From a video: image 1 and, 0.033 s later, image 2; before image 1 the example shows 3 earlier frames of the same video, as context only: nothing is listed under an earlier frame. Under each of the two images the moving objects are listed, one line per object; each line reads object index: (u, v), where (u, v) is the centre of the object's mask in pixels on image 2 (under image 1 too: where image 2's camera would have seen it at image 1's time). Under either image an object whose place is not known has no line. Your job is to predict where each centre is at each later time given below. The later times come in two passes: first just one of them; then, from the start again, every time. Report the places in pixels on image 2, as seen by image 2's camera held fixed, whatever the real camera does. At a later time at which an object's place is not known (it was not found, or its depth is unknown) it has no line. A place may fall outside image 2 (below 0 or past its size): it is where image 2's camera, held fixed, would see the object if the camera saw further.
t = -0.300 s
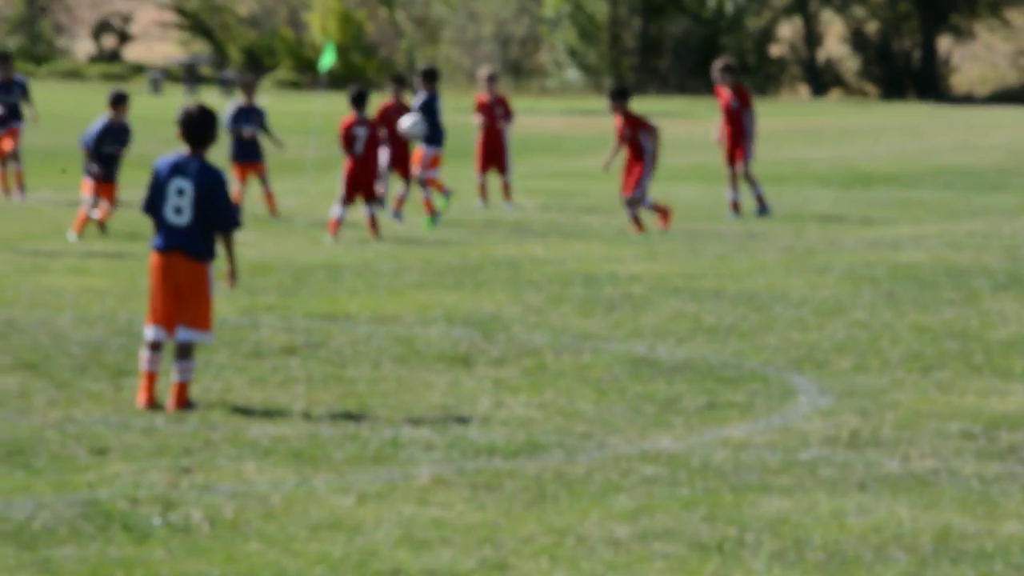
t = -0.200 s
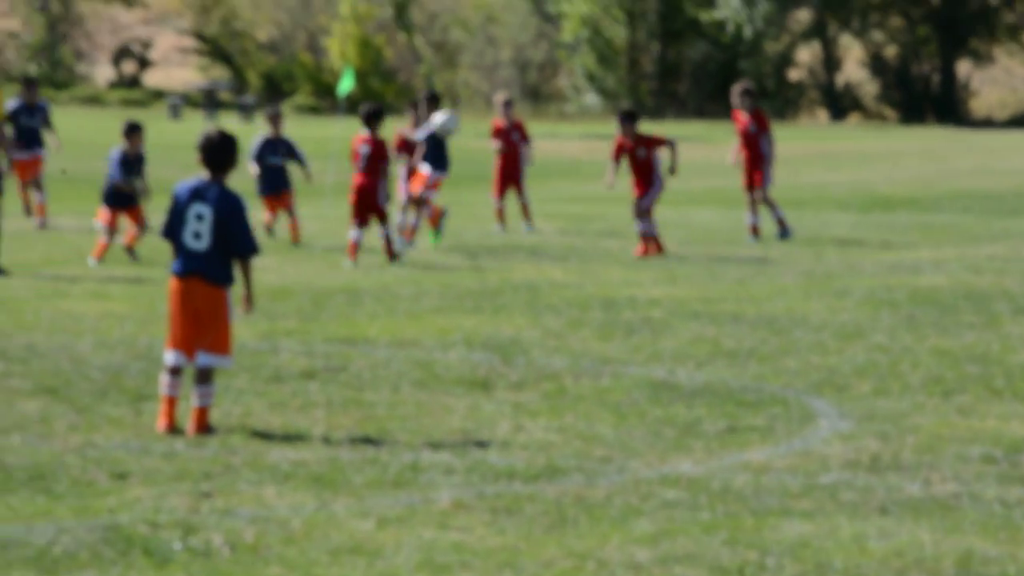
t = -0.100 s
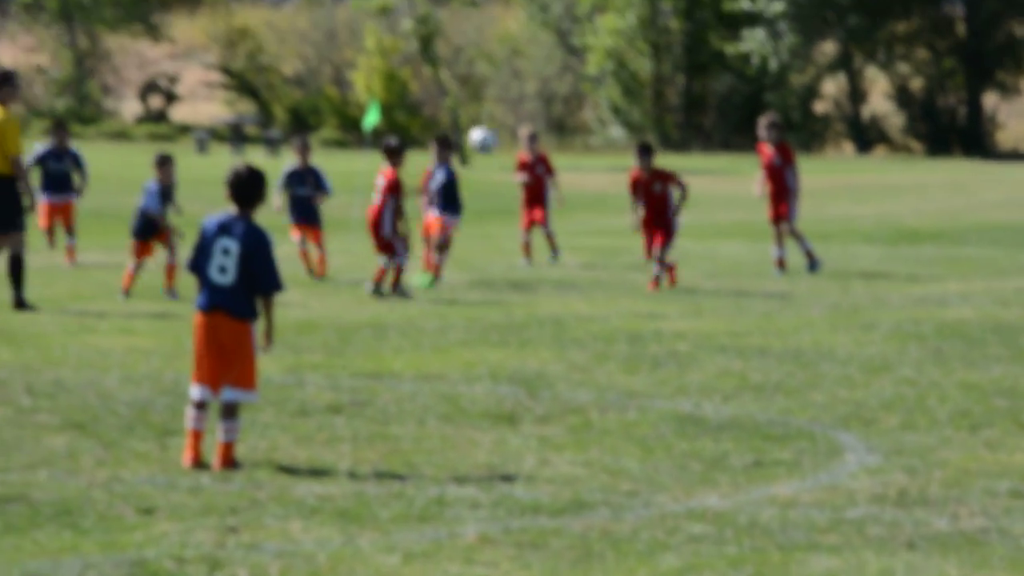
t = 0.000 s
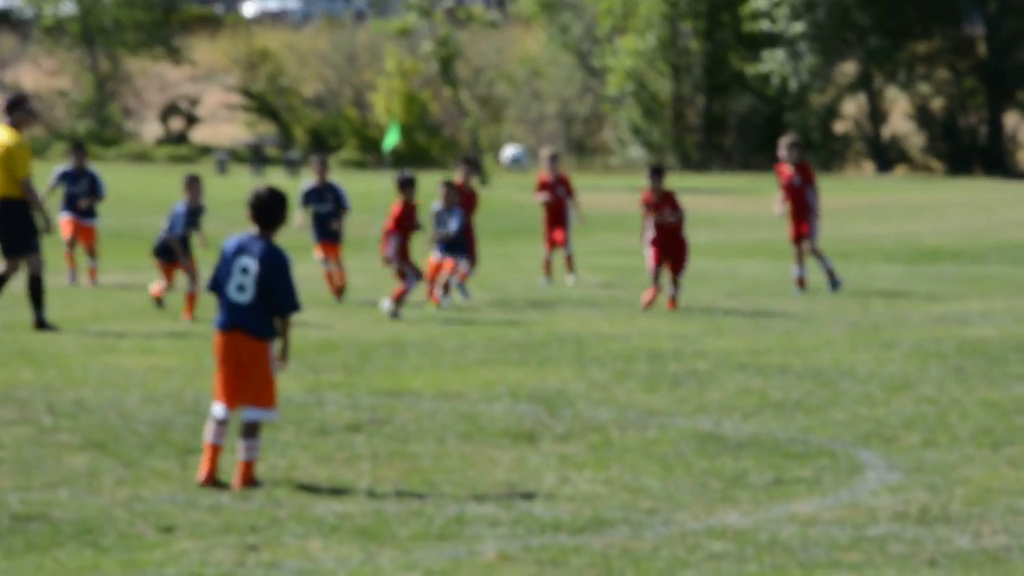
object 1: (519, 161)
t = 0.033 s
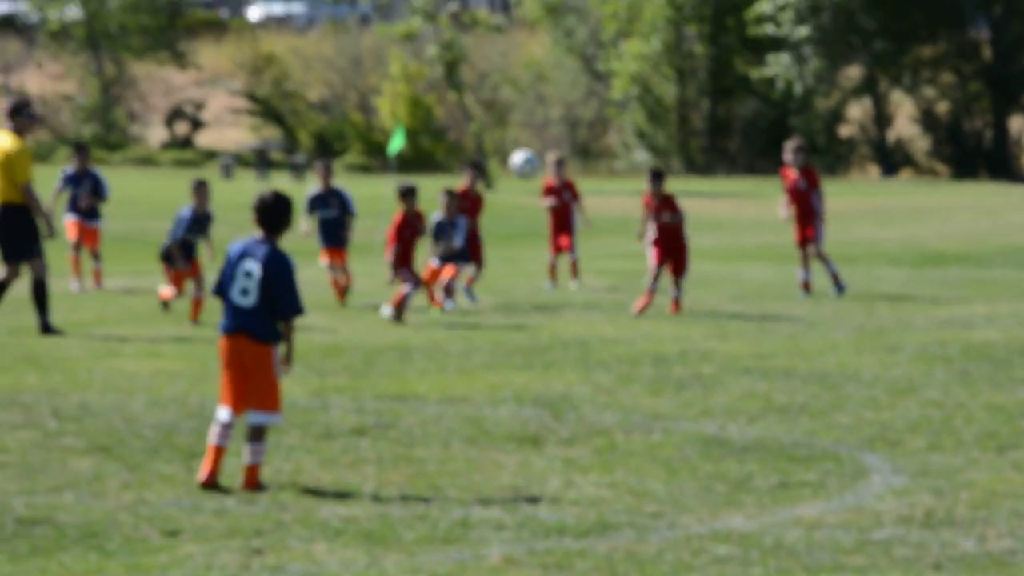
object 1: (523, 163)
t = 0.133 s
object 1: (537, 177)
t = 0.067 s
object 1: (528, 165)
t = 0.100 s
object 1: (532, 170)
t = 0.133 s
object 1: (537, 177)
